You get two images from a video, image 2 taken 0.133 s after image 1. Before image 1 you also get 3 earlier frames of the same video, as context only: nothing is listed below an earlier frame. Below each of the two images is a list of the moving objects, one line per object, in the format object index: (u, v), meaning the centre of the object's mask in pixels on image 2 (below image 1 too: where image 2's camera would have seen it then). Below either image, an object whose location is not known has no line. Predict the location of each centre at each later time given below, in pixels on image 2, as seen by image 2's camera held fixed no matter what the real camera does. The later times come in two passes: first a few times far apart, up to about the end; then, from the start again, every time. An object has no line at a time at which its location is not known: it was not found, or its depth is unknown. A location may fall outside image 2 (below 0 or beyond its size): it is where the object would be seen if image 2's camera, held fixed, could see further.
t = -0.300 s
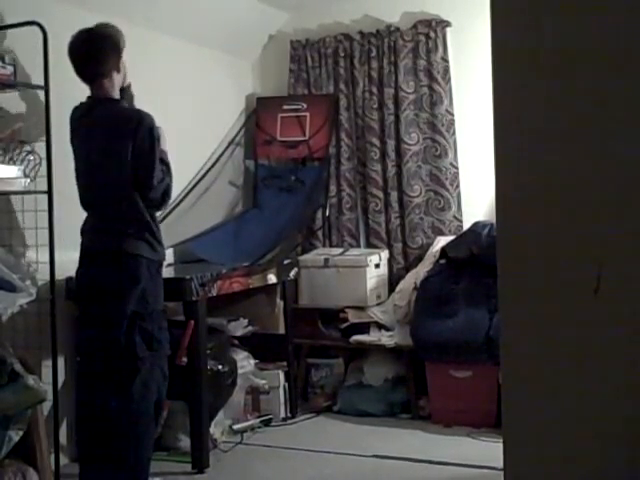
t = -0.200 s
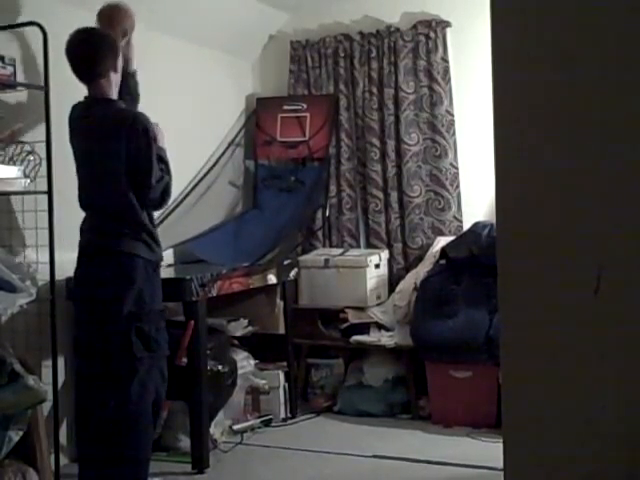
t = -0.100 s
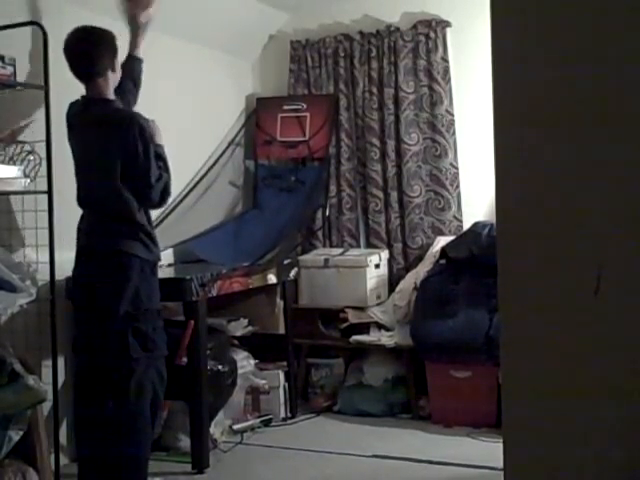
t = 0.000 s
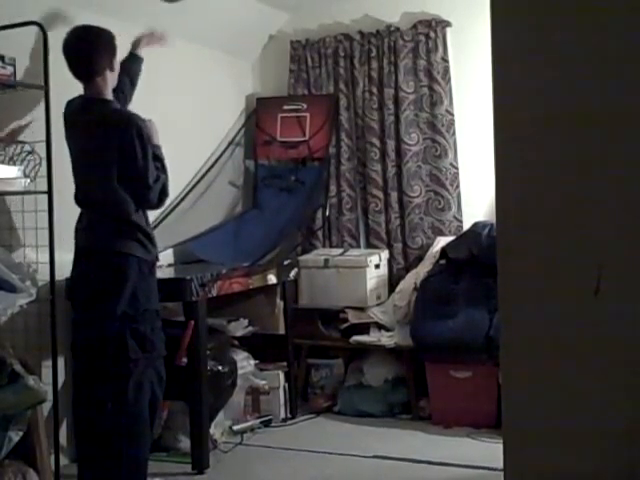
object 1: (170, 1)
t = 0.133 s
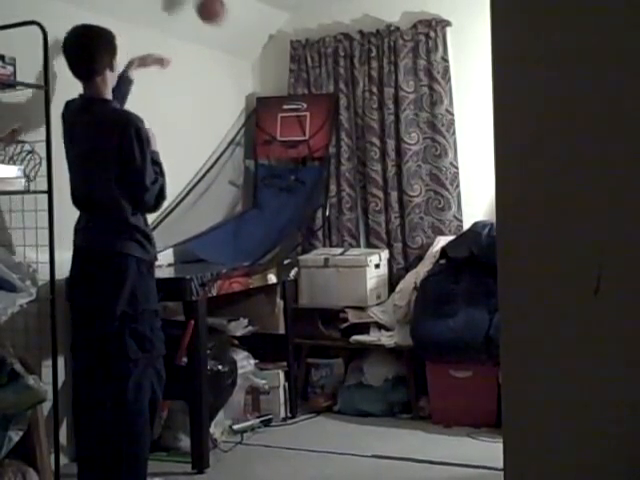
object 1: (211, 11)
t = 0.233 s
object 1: (236, 43)
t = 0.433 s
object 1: (284, 128)
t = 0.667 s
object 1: (306, 90)
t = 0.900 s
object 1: (342, 142)
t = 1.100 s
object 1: (371, 236)
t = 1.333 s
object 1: (402, 207)
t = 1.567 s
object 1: (429, 252)
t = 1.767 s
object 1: (422, 259)
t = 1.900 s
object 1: (410, 275)
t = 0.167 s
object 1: (219, 18)
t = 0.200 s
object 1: (228, 30)
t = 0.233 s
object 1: (236, 43)
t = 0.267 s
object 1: (244, 58)
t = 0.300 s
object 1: (252, 73)
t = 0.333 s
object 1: (260, 93)
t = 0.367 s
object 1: (271, 108)
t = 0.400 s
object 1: (280, 128)
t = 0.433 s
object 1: (284, 128)
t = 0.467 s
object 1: (282, 118)
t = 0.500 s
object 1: (286, 109)
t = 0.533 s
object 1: (290, 104)
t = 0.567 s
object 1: (294, 97)
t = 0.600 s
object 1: (297, 93)
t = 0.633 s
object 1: (301, 90)
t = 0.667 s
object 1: (306, 90)
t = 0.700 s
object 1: (310, 91)
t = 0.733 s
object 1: (313, 92)
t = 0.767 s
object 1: (322, 99)
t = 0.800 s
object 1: (326, 105)
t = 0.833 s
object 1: (332, 114)
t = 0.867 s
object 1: (339, 127)
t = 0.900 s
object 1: (342, 142)
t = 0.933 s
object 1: (347, 157)
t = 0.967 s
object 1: (352, 174)
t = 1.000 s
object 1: (358, 195)
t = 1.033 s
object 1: (362, 214)
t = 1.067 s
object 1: (367, 238)
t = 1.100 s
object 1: (371, 236)
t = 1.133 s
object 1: (375, 226)
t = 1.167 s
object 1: (379, 220)
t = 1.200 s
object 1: (386, 212)
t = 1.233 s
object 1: (389, 207)
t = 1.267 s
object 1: (394, 205)
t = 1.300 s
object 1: (397, 205)
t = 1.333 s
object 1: (402, 207)
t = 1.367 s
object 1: (407, 210)
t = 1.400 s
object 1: (413, 216)
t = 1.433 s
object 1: (418, 223)
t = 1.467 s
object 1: (422, 233)
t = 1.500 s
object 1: (427, 247)
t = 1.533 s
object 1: (429, 252)
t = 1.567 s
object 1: (429, 252)
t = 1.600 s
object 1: (429, 251)
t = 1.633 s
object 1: (428, 252)
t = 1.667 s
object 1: (427, 252)
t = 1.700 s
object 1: (427, 254)
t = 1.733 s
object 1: (424, 256)
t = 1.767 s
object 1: (422, 259)
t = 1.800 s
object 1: (419, 262)
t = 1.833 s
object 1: (416, 266)
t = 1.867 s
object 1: (413, 270)
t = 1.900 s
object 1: (410, 275)
